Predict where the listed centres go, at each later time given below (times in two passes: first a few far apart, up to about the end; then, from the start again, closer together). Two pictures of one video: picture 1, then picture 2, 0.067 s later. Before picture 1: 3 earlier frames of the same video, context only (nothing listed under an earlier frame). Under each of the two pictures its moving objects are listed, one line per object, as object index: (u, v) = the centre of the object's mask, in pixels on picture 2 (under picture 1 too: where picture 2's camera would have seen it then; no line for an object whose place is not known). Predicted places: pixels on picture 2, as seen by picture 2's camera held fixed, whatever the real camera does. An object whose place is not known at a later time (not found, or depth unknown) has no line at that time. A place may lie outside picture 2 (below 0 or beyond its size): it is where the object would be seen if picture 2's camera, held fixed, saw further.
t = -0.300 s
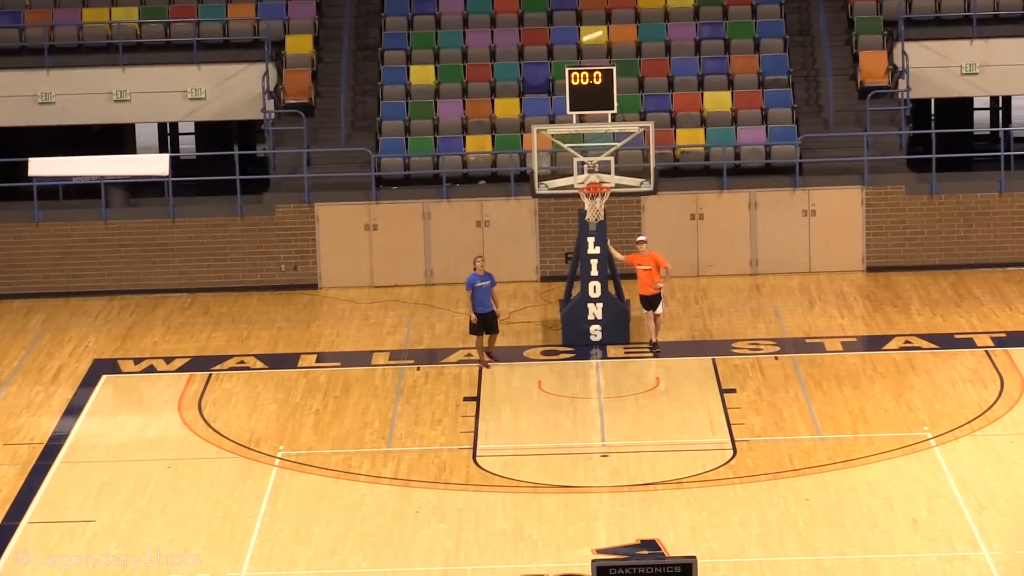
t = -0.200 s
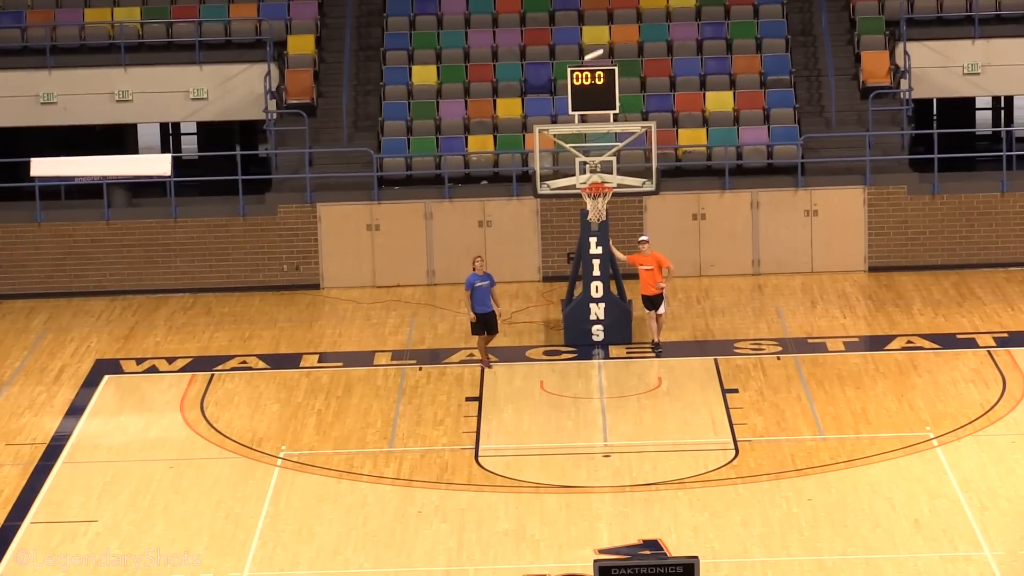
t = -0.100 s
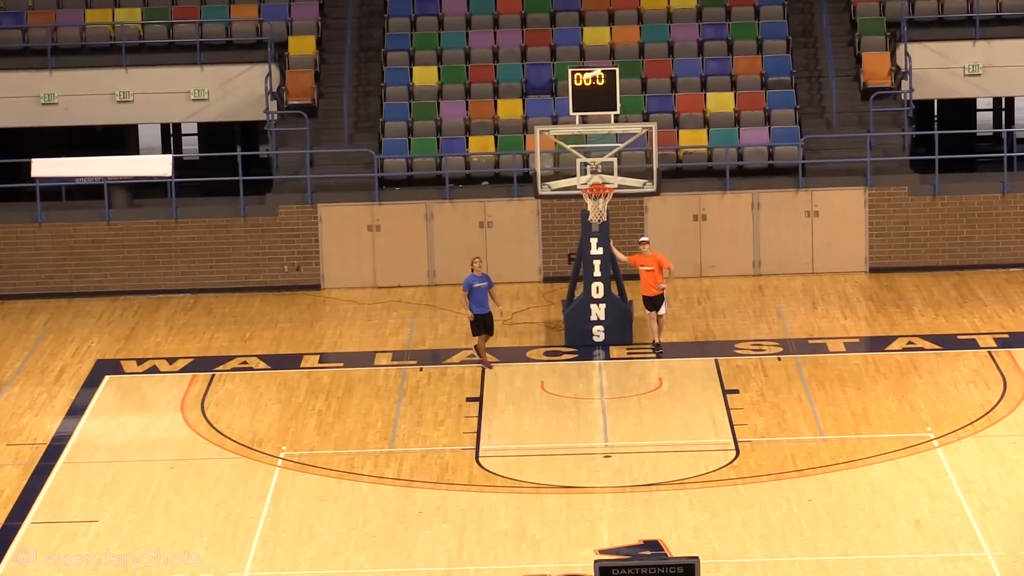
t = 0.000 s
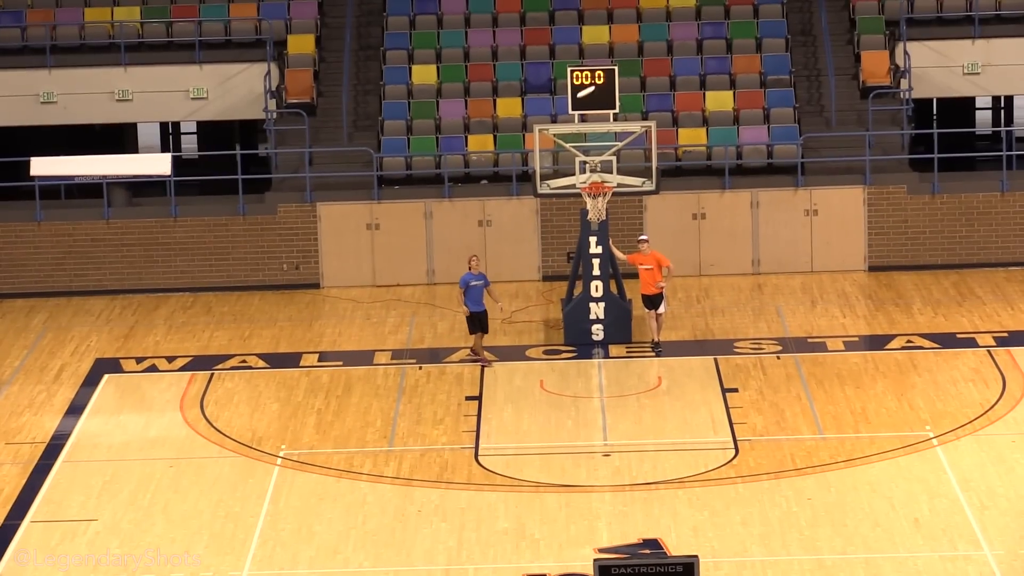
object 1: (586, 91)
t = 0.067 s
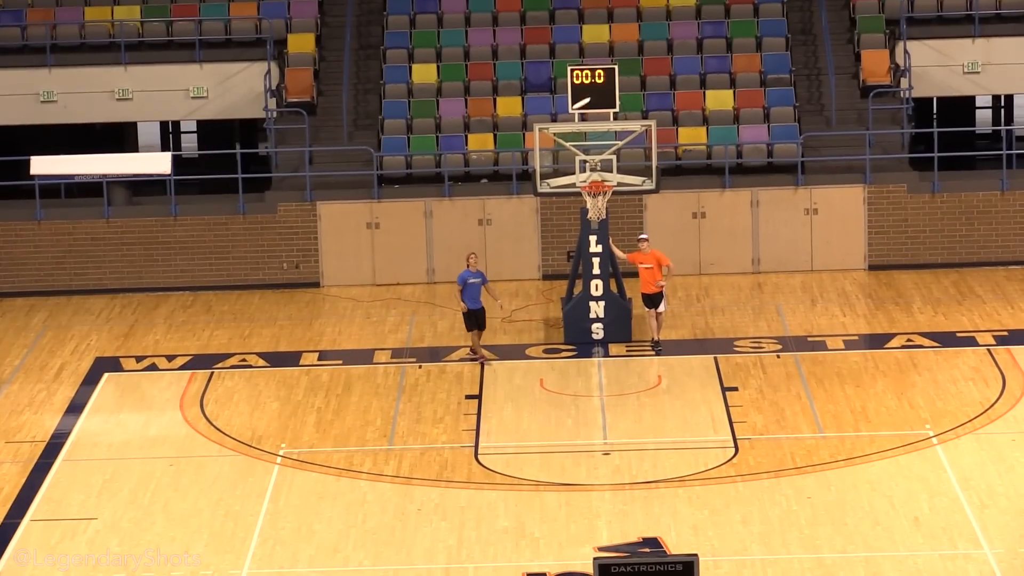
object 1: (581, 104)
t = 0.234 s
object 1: (566, 135)
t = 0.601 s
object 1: (497, 284)
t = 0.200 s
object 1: (569, 129)
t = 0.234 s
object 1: (566, 135)
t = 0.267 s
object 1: (562, 142)
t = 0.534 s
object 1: (513, 246)
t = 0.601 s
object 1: (497, 284)
